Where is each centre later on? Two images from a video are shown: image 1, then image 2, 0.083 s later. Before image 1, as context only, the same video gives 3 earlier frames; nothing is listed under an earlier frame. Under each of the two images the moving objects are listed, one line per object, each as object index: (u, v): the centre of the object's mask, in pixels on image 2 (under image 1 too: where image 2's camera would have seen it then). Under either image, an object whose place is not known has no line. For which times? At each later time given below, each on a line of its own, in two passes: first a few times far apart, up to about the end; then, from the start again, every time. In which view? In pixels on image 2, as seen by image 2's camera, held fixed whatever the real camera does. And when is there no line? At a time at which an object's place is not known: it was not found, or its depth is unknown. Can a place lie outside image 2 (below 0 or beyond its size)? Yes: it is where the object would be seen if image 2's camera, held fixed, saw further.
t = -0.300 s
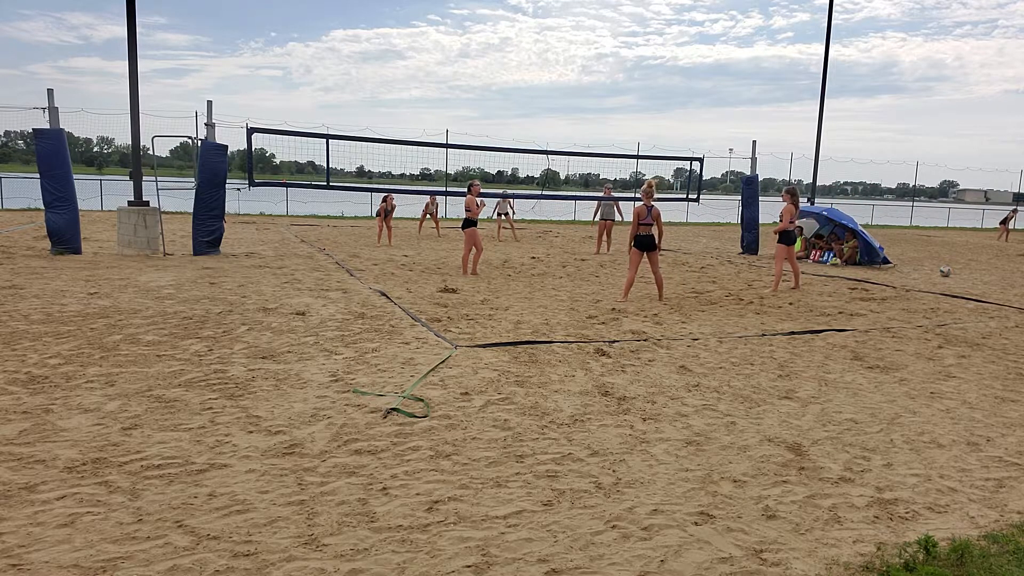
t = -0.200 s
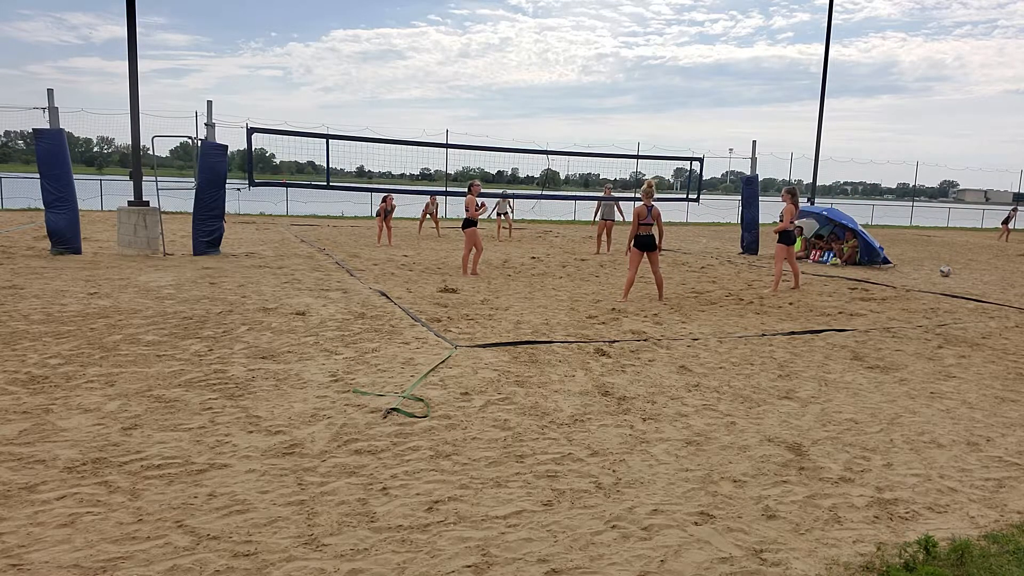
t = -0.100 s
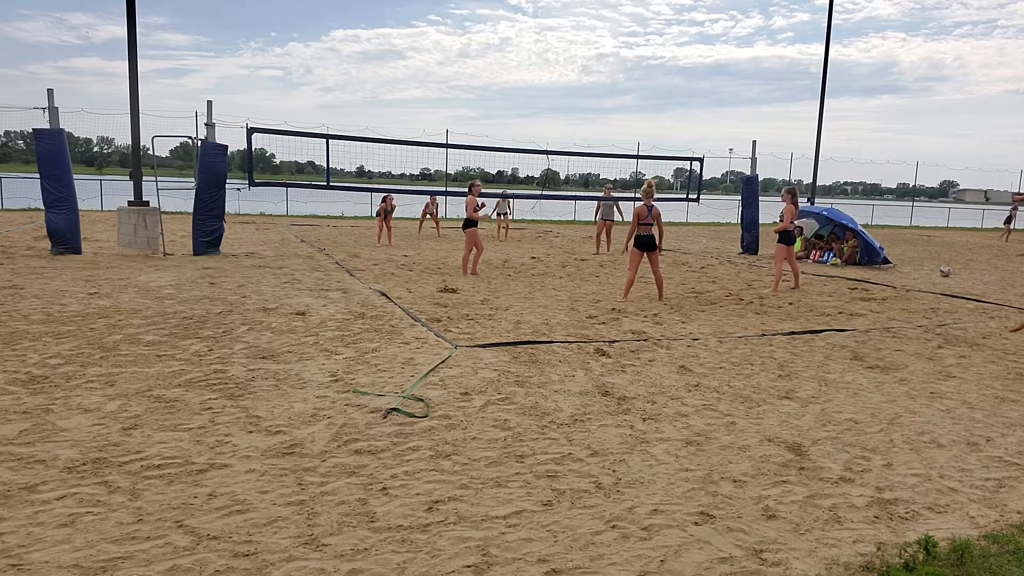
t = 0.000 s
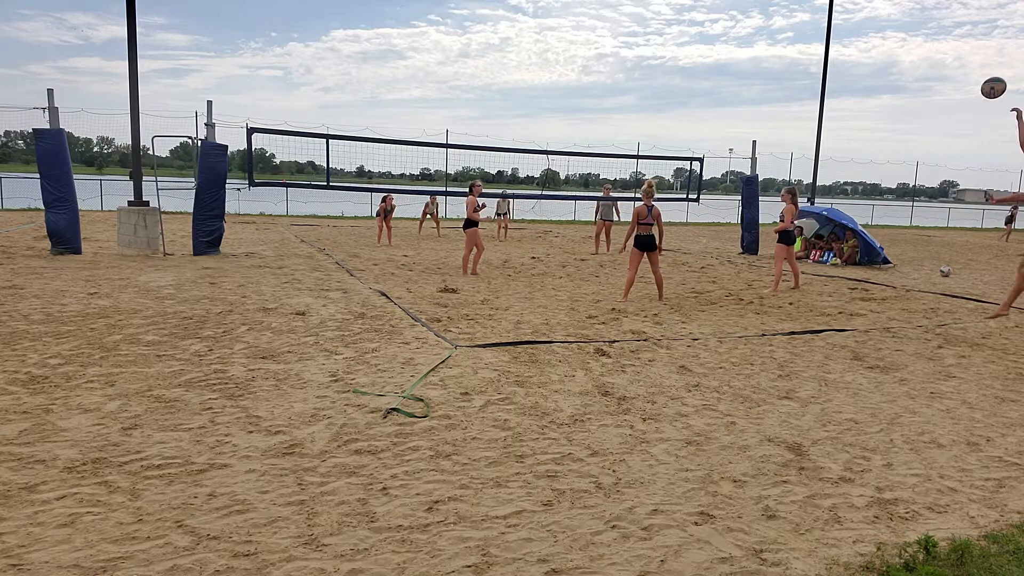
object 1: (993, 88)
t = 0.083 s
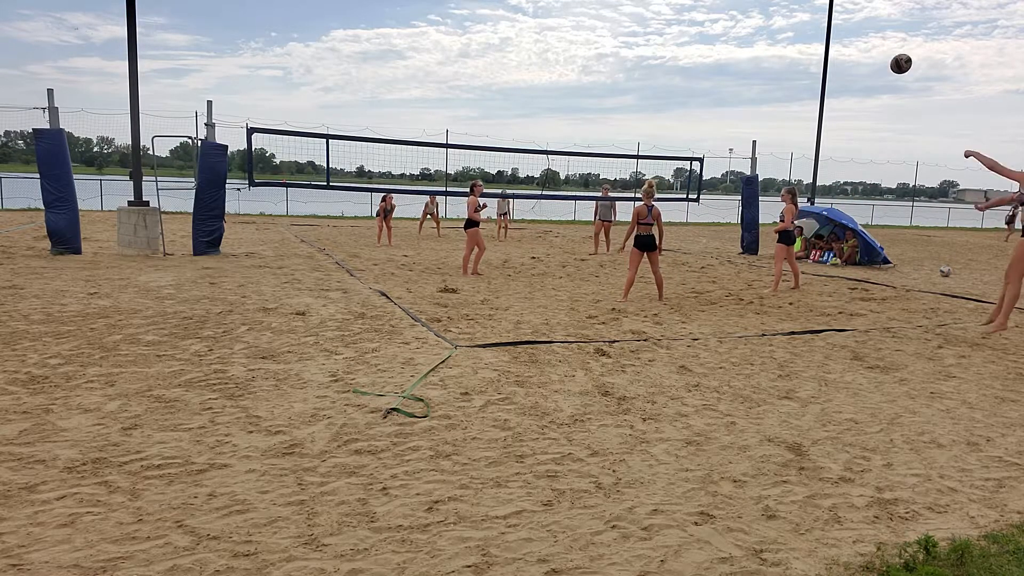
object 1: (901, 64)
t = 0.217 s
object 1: (784, 47)
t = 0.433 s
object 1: (650, 55)
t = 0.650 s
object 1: (560, 89)
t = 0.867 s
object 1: (496, 133)
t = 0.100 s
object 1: (885, 60)
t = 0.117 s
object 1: (869, 57)
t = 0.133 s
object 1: (853, 55)
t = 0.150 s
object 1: (839, 52)
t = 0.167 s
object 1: (824, 51)
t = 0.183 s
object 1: (811, 49)
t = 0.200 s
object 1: (797, 48)
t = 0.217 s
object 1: (784, 47)
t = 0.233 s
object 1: (772, 46)
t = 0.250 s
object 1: (760, 46)
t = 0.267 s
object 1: (748, 46)
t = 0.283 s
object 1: (737, 46)
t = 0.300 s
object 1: (726, 46)
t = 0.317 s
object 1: (715, 47)
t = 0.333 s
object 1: (705, 47)
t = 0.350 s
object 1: (695, 48)
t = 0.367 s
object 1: (686, 49)
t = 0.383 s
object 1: (676, 50)
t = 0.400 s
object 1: (667, 52)
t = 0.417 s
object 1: (659, 53)
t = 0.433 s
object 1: (650, 55)
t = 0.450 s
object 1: (642, 57)
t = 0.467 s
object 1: (634, 59)
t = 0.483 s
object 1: (626, 61)
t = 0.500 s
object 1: (619, 64)
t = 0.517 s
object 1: (612, 66)
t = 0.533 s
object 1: (605, 69)
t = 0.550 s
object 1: (598, 71)
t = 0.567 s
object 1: (591, 74)
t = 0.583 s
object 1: (585, 77)
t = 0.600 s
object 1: (578, 80)
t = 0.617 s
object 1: (572, 83)
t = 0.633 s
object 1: (566, 86)
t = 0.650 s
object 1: (560, 89)
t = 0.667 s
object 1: (555, 92)
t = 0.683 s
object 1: (549, 95)
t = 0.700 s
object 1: (544, 98)
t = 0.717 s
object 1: (538, 101)
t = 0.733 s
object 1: (533, 104)
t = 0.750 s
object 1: (528, 108)
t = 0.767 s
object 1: (523, 111)
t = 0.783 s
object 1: (519, 115)
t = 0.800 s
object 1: (514, 118)
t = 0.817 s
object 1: (509, 122)
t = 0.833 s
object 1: (505, 125)
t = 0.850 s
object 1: (500, 129)
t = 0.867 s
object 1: (496, 133)
